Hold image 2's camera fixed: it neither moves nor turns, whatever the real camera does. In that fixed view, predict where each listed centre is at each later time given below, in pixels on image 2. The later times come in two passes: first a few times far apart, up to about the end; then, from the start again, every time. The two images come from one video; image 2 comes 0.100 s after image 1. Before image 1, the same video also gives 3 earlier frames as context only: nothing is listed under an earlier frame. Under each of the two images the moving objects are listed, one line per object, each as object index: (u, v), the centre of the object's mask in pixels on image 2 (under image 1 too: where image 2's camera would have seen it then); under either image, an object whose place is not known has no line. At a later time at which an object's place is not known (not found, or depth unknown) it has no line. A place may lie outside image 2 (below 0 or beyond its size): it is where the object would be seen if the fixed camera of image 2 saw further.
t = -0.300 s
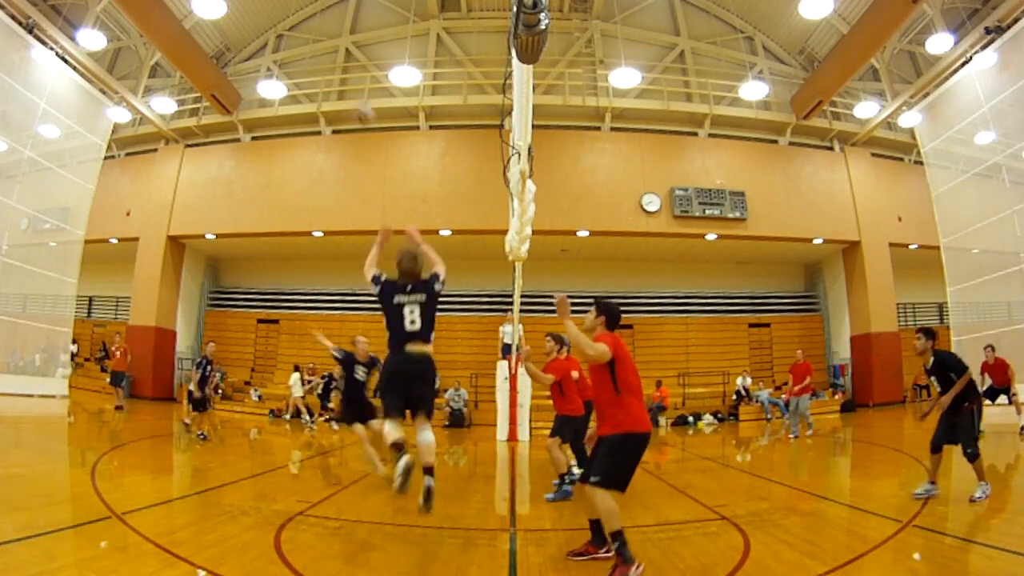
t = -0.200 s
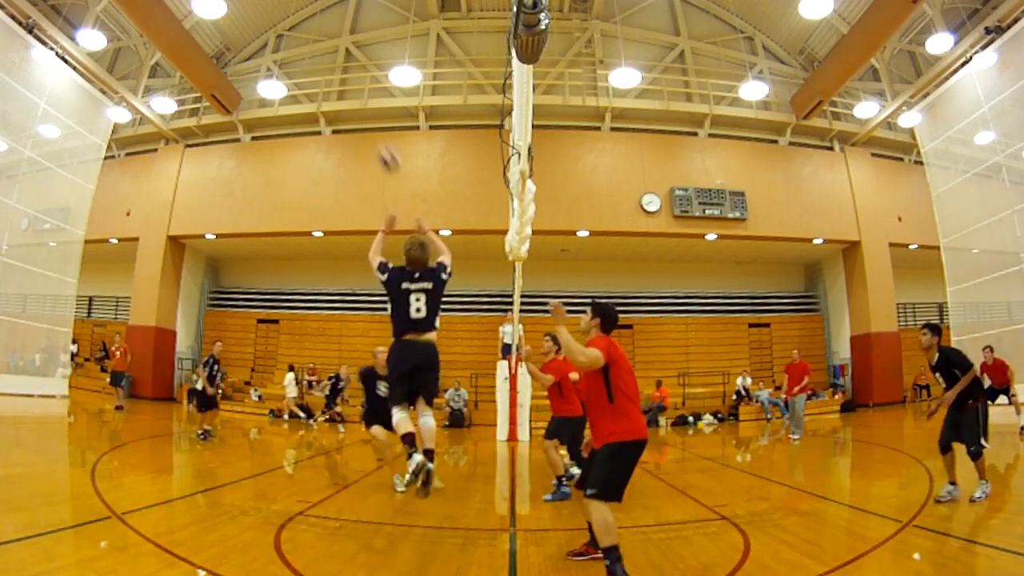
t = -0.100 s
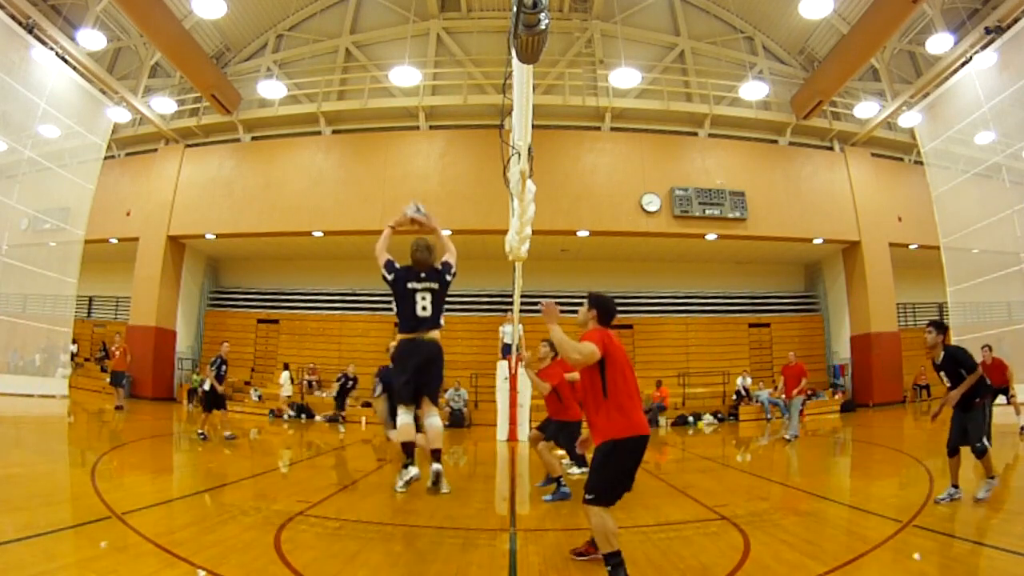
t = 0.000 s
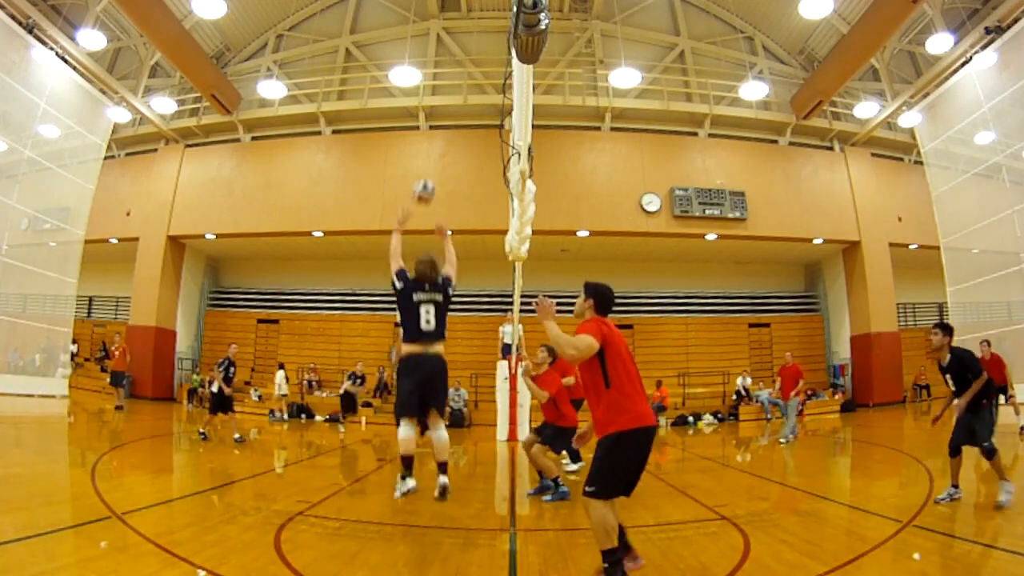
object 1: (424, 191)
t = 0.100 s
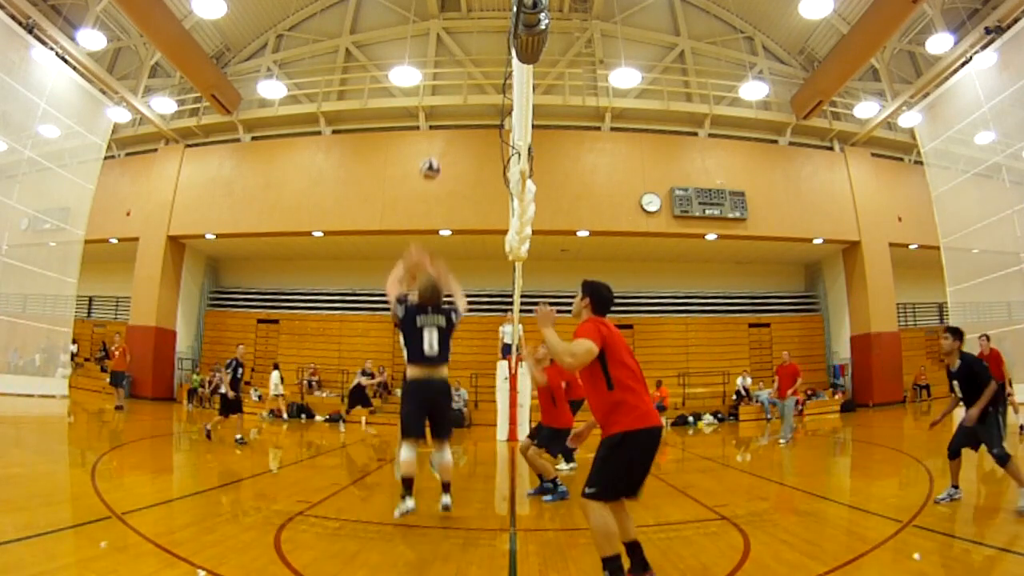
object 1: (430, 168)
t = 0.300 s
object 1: (439, 154)
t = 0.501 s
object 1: (445, 173)
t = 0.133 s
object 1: (432, 163)
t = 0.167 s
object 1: (434, 158)
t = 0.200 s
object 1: (435, 156)
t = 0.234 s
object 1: (436, 154)
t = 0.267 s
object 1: (438, 153)
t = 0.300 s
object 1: (439, 154)
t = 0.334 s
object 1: (441, 155)
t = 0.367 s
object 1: (442, 157)
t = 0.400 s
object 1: (443, 159)
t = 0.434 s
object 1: (444, 163)
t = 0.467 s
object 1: (445, 168)
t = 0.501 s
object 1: (445, 173)
